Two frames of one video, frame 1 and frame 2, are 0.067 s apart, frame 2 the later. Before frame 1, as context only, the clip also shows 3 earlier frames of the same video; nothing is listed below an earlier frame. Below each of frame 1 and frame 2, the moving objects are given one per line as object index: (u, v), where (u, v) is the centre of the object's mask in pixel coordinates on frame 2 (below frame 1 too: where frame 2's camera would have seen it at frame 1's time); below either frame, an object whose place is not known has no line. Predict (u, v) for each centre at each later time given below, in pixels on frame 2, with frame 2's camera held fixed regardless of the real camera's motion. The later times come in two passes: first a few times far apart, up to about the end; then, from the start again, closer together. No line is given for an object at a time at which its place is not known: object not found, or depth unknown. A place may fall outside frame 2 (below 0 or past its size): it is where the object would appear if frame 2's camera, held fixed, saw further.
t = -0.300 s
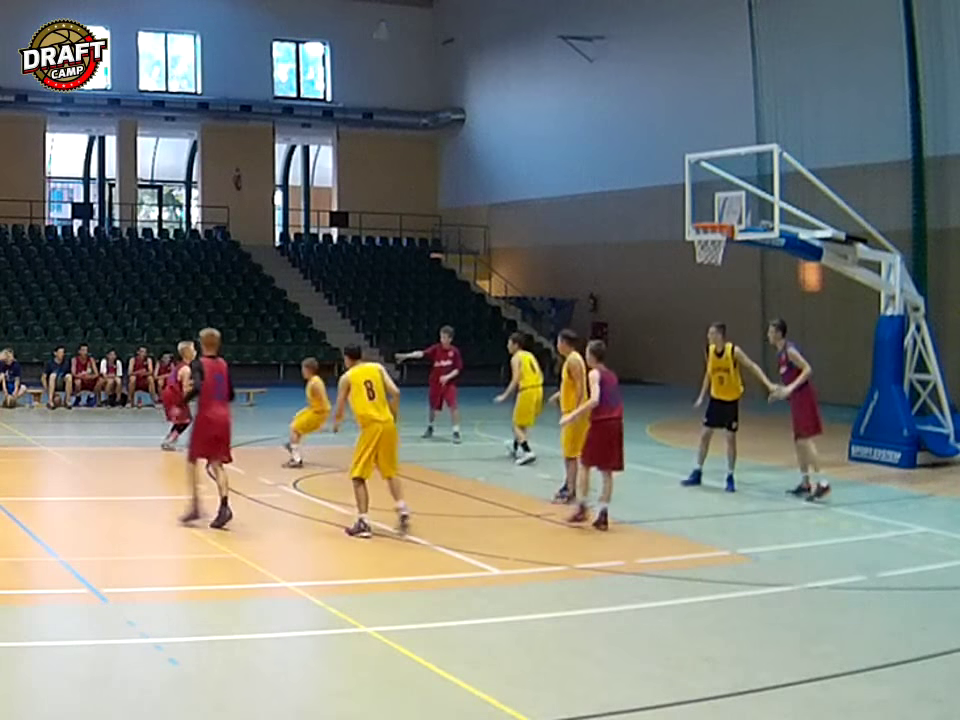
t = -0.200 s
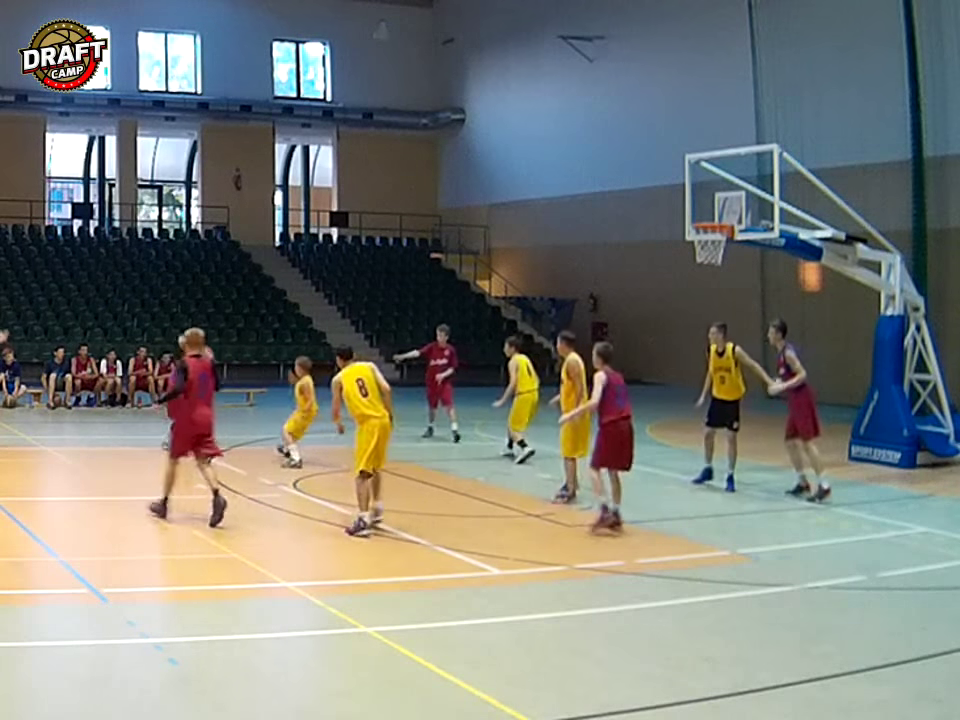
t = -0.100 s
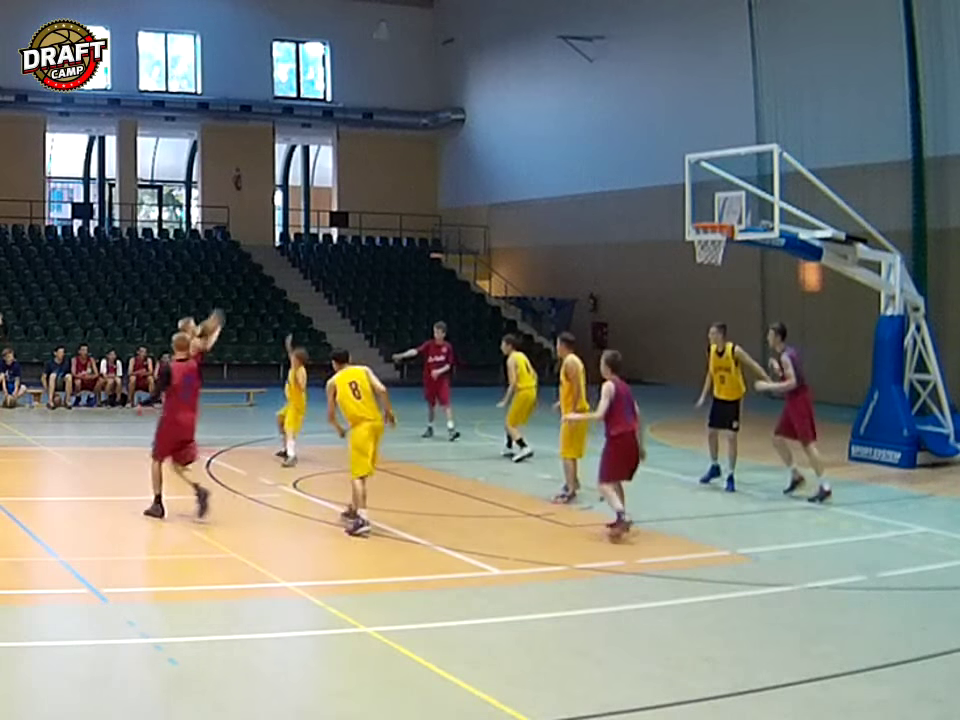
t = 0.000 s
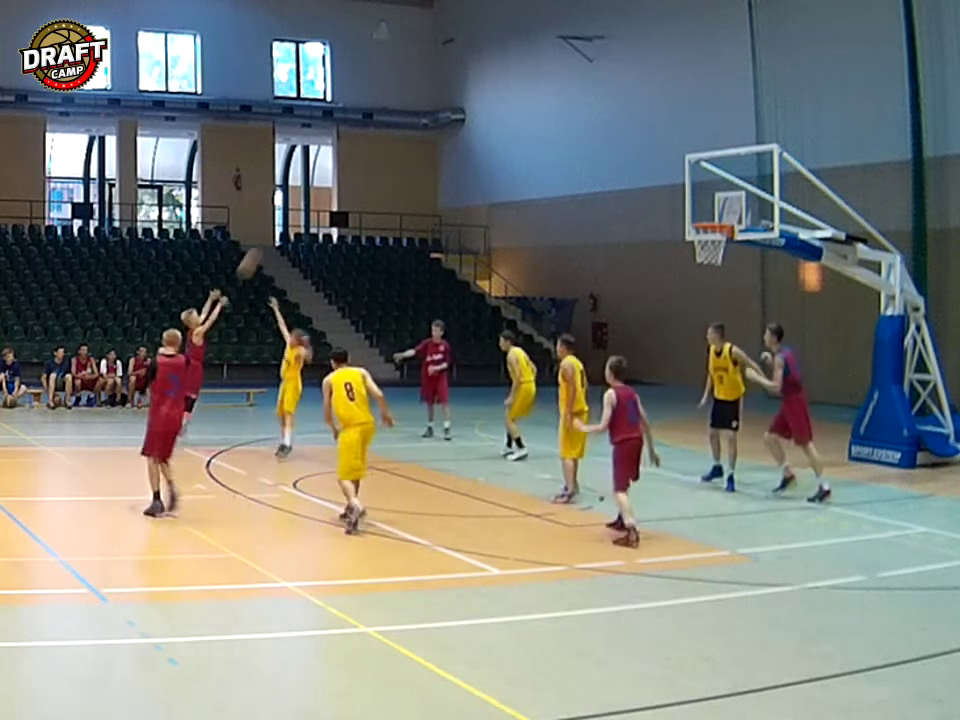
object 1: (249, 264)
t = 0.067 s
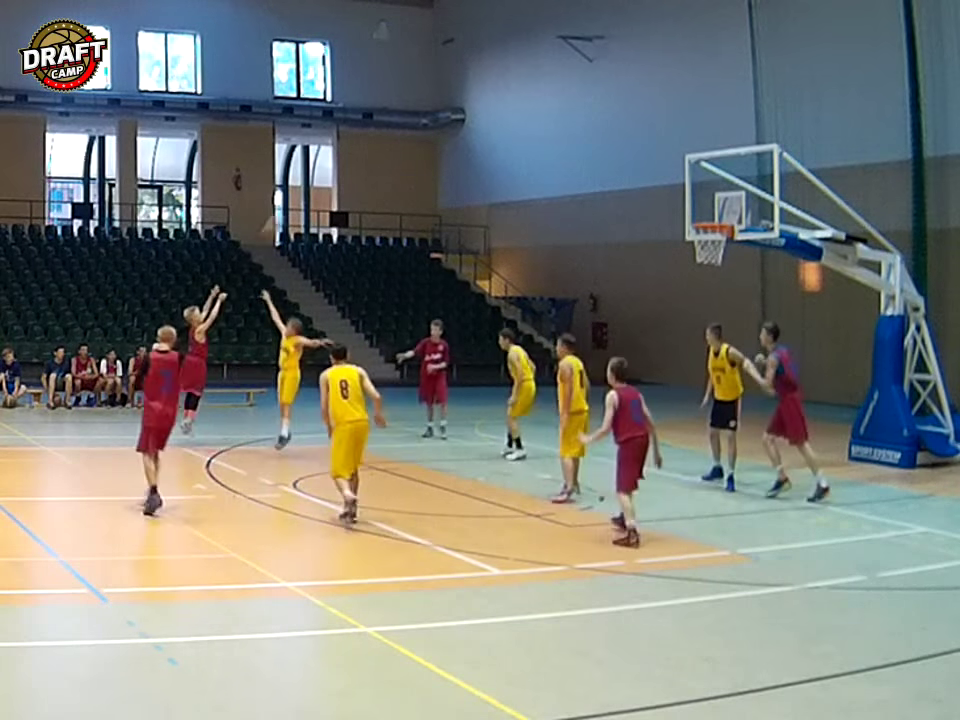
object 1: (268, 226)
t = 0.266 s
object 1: (344, 130)
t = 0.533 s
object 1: (434, 55)
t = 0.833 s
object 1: (533, 36)
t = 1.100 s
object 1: (624, 76)
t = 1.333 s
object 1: (698, 152)
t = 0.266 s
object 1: (344, 130)
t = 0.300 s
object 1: (355, 121)
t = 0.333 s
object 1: (366, 109)
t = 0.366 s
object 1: (377, 99)
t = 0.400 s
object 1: (389, 86)
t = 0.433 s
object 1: (402, 77)
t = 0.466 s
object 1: (413, 69)
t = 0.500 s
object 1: (422, 62)
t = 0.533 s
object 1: (434, 55)
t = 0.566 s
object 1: (446, 50)
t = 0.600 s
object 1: (456, 46)
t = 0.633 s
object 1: (467, 42)
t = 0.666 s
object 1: (478, 39)
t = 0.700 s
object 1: (490, 36)
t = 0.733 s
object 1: (500, 35)
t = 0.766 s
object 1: (511, 34)
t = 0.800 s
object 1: (523, 35)
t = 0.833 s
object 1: (533, 36)
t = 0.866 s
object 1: (544, 38)
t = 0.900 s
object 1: (556, 41)
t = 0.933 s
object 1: (568, 45)
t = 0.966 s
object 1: (580, 49)
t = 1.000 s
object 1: (591, 54)
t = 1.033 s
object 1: (601, 60)
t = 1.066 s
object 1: (613, 68)
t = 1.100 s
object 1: (624, 76)
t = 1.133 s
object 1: (634, 85)
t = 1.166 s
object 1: (646, 95)
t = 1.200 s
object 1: (656, 106)
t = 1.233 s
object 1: (667, 116)
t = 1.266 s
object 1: (679, 129)
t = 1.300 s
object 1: (690, 141)
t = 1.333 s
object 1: (698, 152)
